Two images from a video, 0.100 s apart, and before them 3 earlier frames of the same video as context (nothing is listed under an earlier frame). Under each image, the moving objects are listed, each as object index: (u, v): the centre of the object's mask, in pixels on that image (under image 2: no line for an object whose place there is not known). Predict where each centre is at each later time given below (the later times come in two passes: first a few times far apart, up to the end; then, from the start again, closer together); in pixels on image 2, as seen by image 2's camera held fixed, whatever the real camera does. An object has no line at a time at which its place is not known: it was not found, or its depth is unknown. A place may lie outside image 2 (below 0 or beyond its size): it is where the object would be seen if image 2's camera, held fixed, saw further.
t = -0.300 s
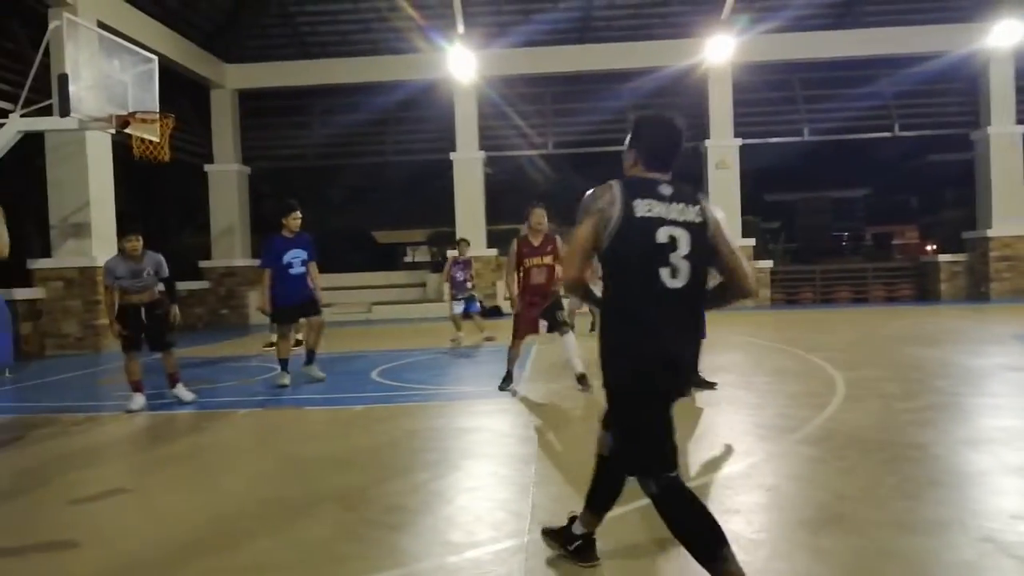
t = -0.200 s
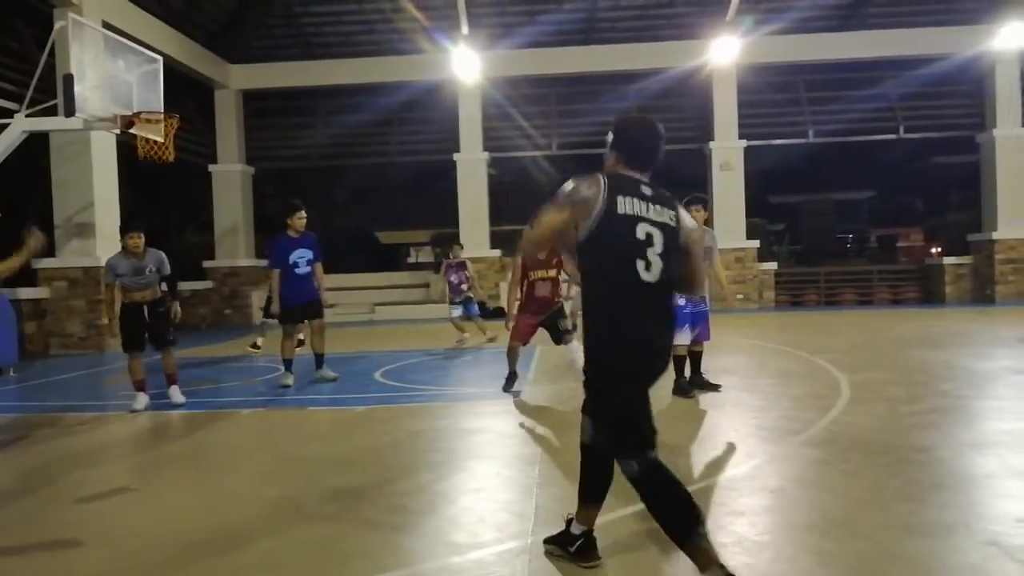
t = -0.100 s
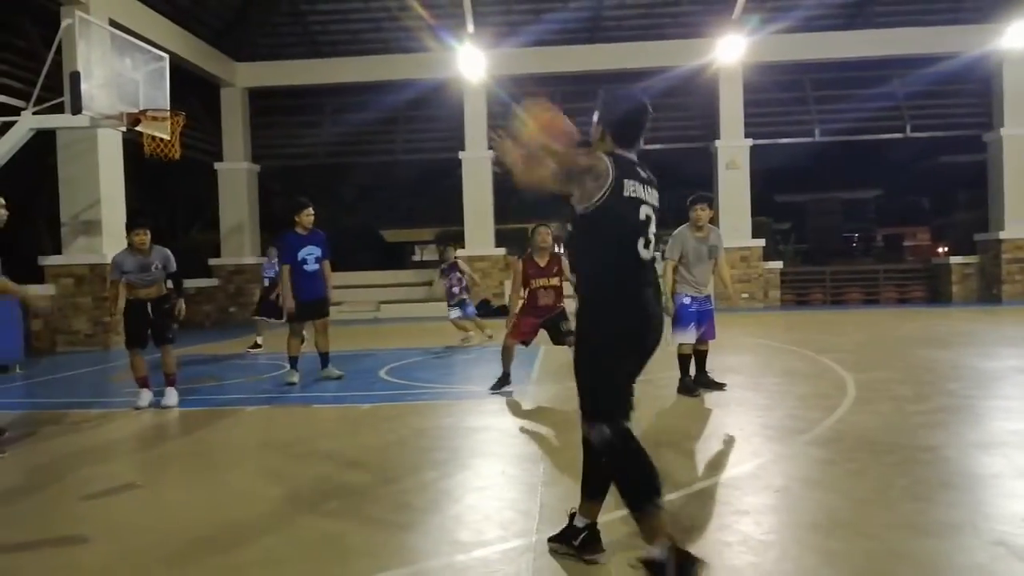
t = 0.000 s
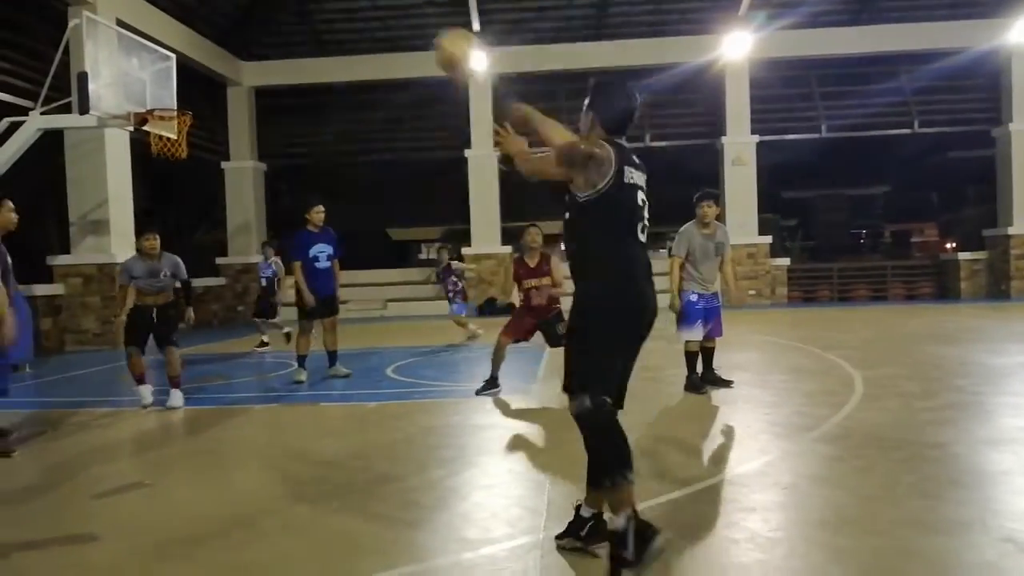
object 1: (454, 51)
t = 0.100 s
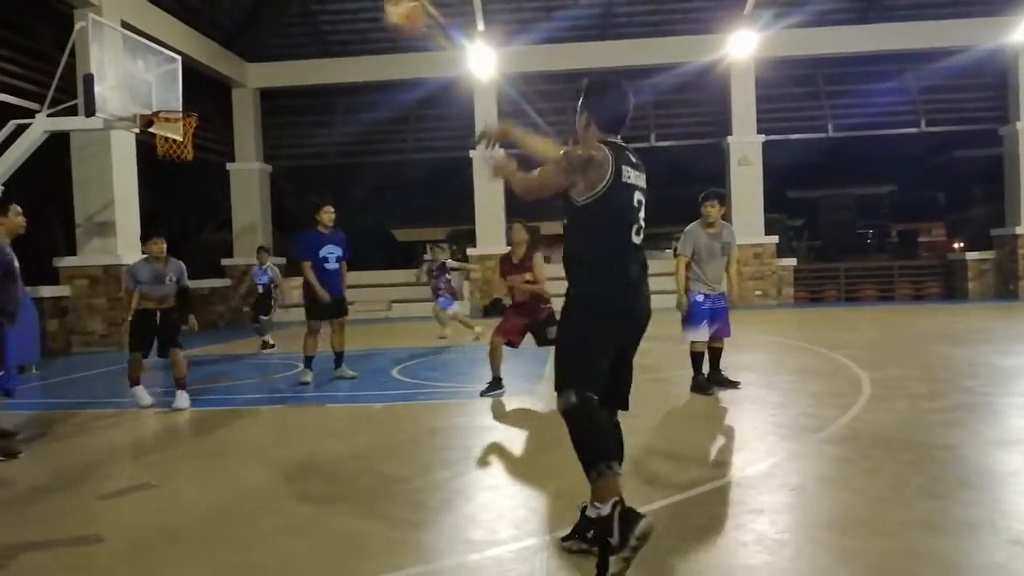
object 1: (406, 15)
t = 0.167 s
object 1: (374, 9)
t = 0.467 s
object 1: (288, 29)
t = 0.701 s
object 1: (254, 95)
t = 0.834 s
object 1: (240, 139)
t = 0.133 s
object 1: (388, 11)
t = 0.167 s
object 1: (374, 9)
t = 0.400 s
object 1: (301, 16)
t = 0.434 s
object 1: (294, 23)
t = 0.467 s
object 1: (288, 29)
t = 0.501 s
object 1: (282, 37)
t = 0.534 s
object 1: (277, 45)
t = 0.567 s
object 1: (272, 54)
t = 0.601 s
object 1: (266, 63)
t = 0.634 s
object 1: (261, 74)
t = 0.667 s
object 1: (256, 85)
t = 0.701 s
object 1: (254, 95)
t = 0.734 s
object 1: (252, 102)
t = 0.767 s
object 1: (251, 119)
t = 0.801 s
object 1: (242, 128)
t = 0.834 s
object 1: (240, 139)
